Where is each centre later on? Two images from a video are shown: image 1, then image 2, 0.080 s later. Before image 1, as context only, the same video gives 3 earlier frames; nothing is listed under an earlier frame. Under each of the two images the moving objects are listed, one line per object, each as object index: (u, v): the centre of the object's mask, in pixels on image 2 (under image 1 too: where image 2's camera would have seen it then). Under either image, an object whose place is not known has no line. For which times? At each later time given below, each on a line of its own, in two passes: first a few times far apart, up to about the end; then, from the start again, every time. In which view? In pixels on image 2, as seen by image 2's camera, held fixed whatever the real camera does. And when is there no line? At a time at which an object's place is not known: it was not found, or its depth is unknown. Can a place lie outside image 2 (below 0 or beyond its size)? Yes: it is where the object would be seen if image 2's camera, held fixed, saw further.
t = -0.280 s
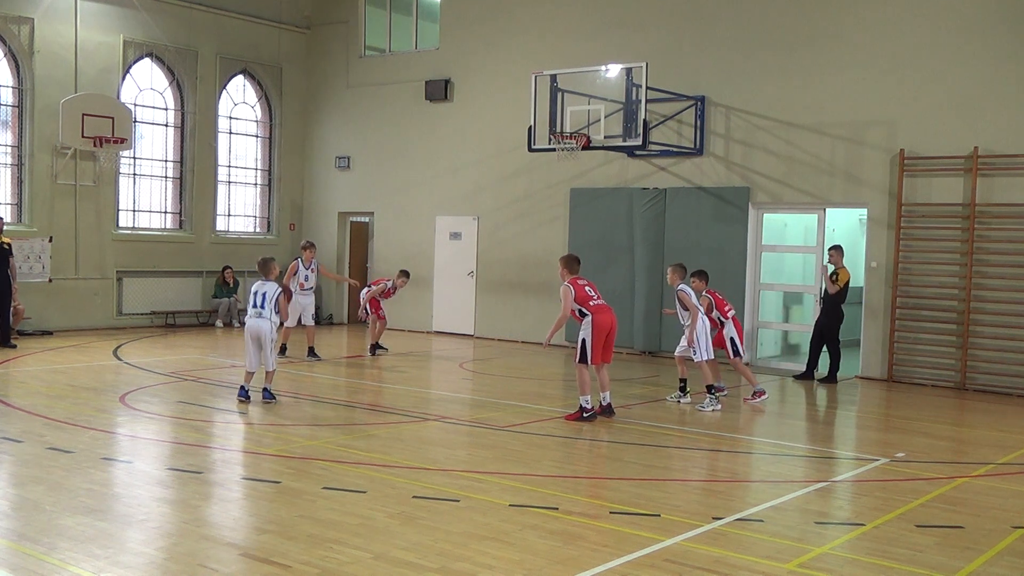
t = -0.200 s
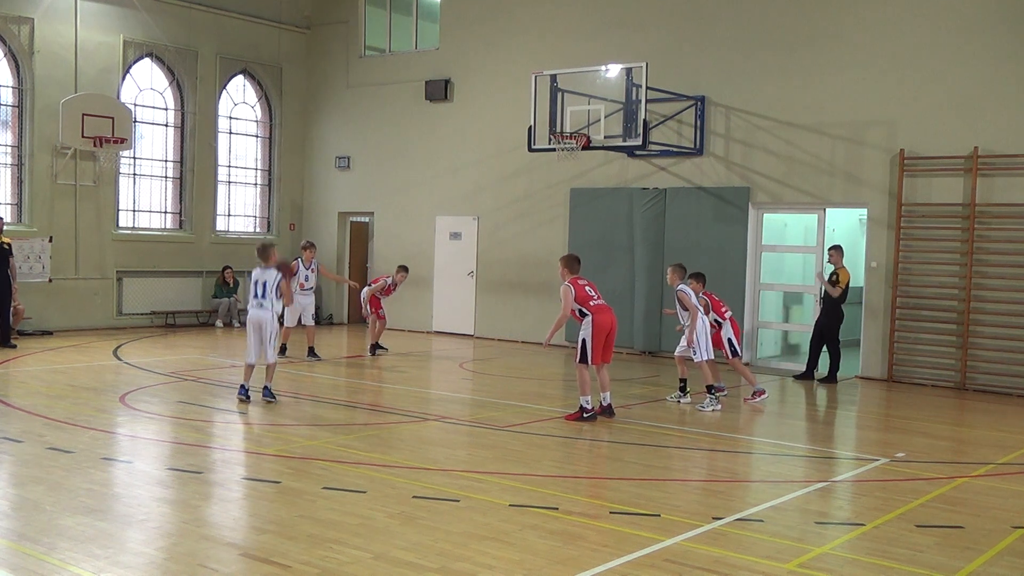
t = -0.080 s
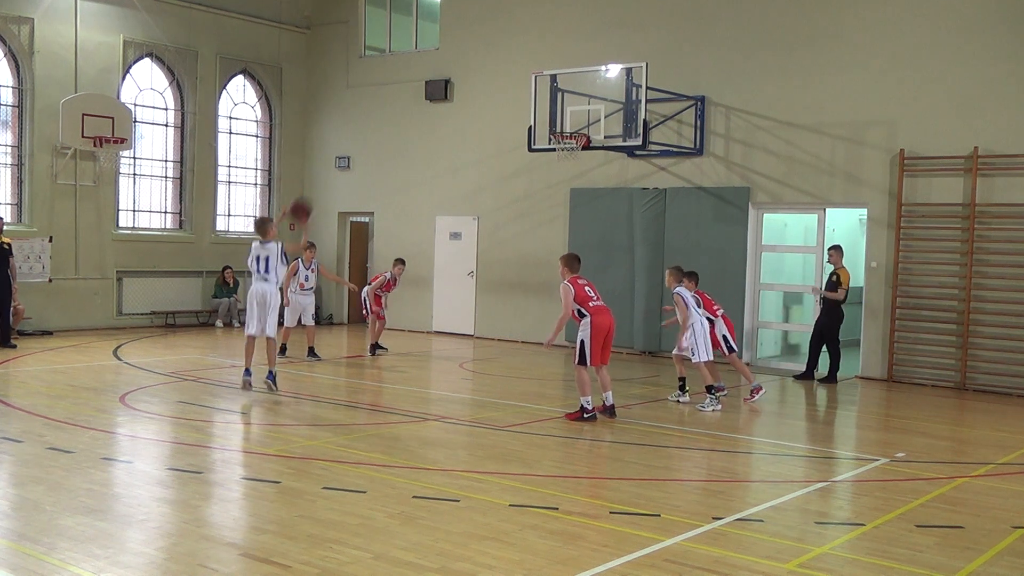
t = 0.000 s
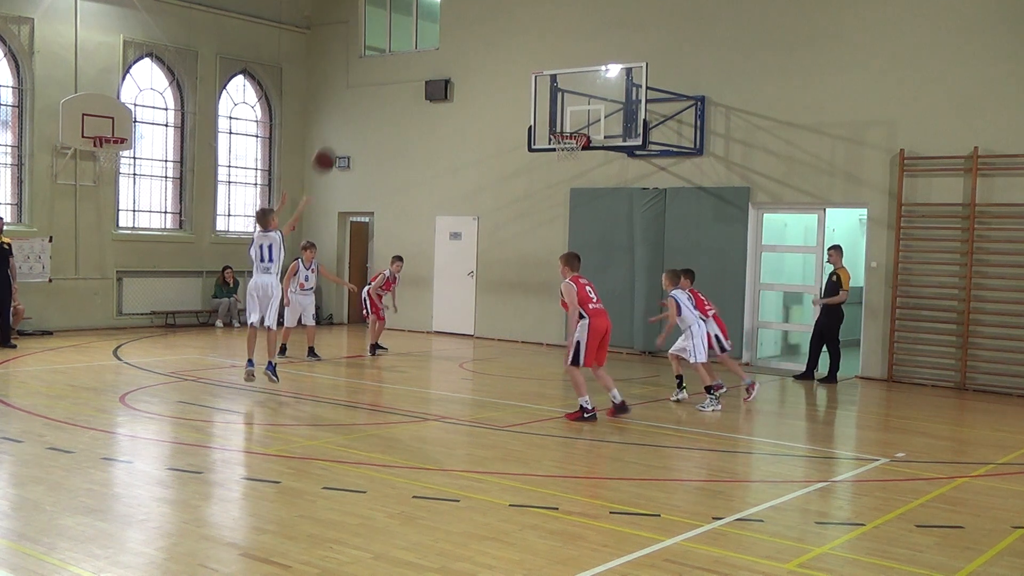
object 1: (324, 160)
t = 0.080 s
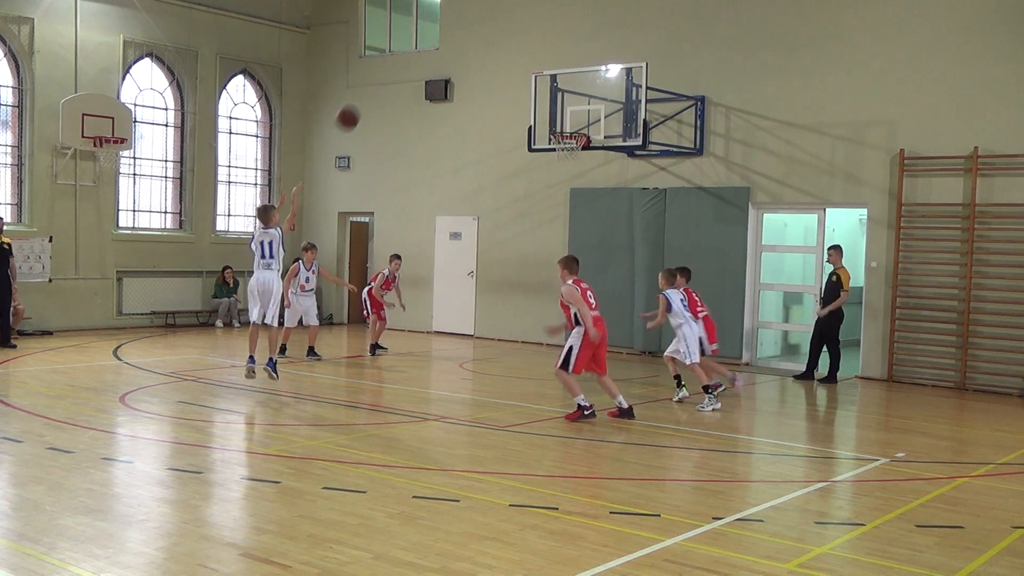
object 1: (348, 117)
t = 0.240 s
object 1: (391, 57)
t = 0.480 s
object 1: (448, 16)
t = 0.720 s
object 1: (496, 25)
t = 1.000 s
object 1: (544, 92)
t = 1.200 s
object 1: (570, 157)
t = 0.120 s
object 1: (359, 99)
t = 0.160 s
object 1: (371, 83)
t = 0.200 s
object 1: (381, 69)
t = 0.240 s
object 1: (391, 57)
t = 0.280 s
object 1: (401, 46)
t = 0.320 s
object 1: (411, 37)
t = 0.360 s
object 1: (421, 29)
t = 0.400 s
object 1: (430, 23)
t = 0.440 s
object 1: (439, 19)
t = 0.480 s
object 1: (448, 16)
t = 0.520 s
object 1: (456, 14)
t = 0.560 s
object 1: (464, 14)
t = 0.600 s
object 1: (473, 15)
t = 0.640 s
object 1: (481, 17)
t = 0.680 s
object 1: (488, 20)
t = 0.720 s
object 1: (496, 25)
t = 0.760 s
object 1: (503, 31)
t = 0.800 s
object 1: (511, 39)
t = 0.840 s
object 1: (518, 47)
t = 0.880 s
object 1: (524, 57)
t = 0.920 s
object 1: (531, 67)
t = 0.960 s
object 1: (537, 78)
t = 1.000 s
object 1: (544, 92)
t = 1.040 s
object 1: (550, 106)
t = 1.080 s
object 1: (556, 120)
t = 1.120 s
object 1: (562, 131)
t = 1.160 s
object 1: (569, 146)
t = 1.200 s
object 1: (570, 157)
